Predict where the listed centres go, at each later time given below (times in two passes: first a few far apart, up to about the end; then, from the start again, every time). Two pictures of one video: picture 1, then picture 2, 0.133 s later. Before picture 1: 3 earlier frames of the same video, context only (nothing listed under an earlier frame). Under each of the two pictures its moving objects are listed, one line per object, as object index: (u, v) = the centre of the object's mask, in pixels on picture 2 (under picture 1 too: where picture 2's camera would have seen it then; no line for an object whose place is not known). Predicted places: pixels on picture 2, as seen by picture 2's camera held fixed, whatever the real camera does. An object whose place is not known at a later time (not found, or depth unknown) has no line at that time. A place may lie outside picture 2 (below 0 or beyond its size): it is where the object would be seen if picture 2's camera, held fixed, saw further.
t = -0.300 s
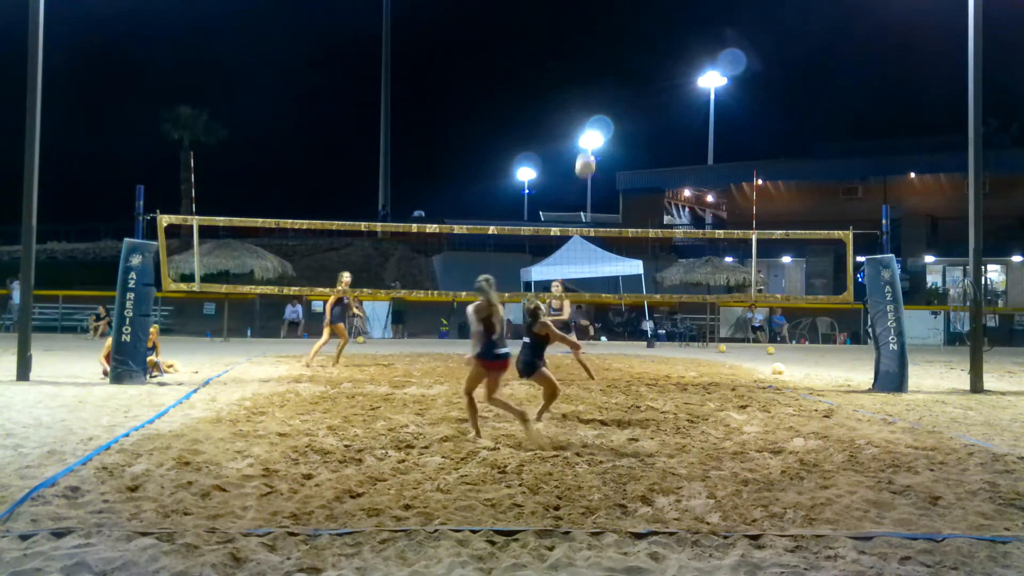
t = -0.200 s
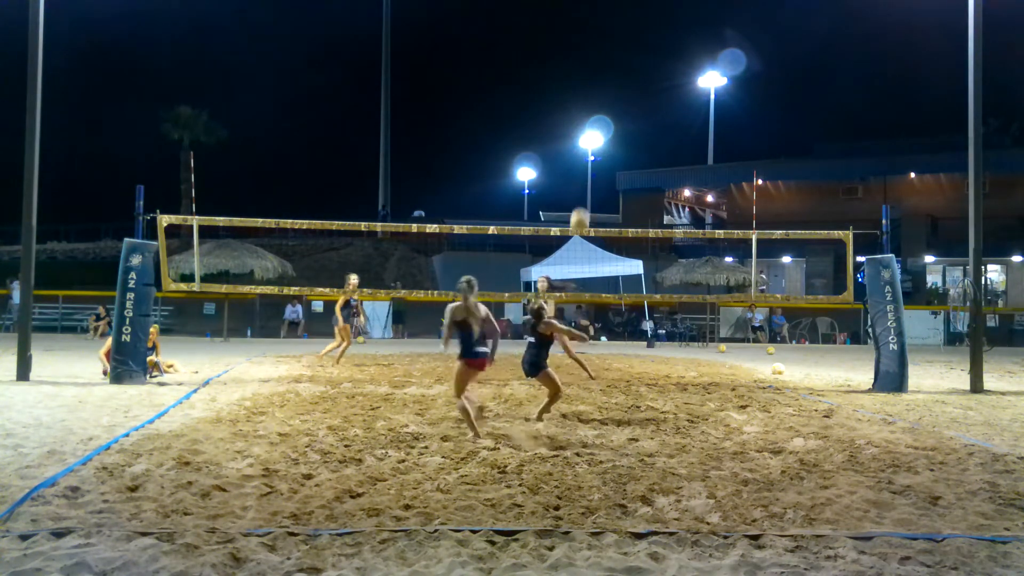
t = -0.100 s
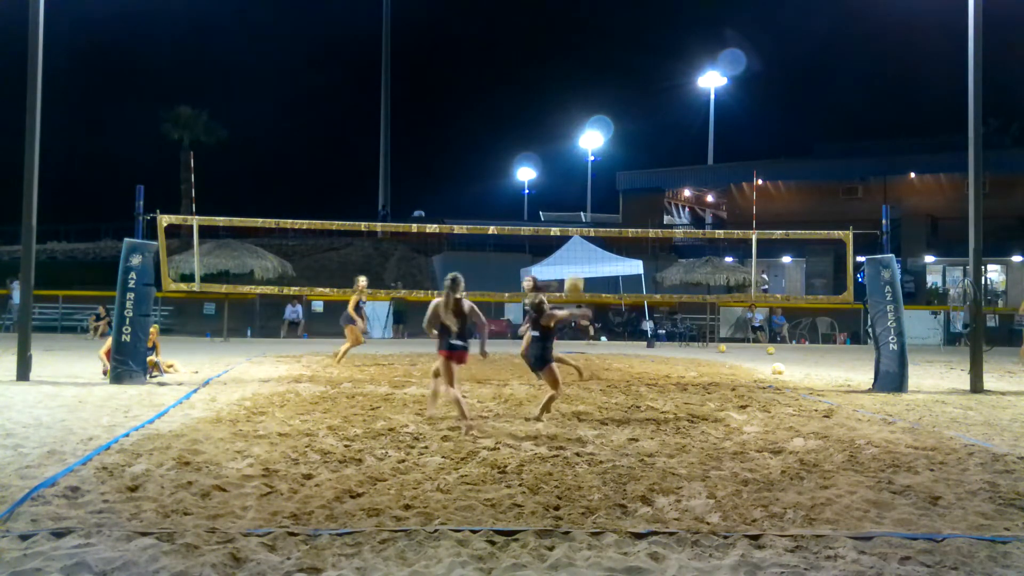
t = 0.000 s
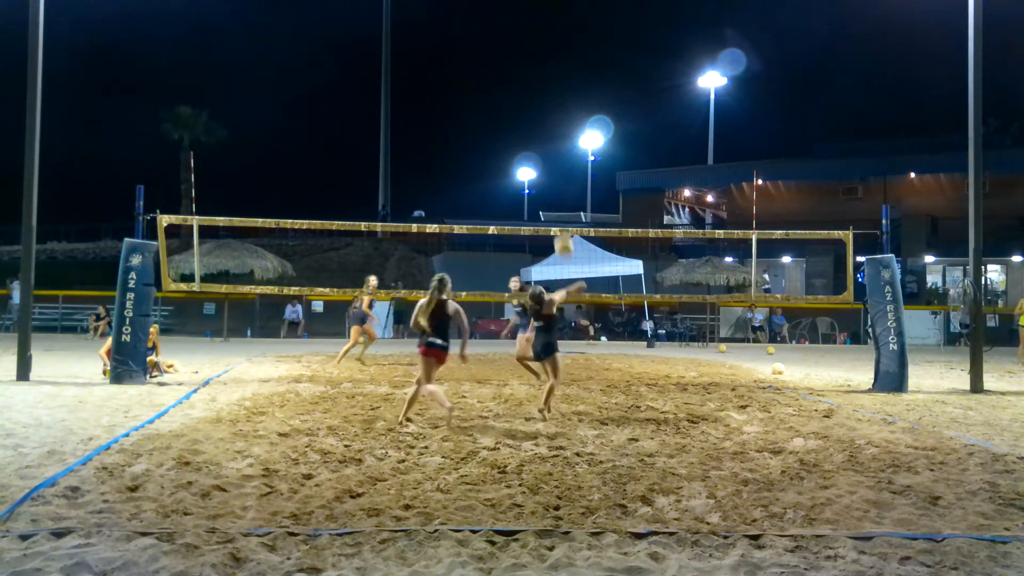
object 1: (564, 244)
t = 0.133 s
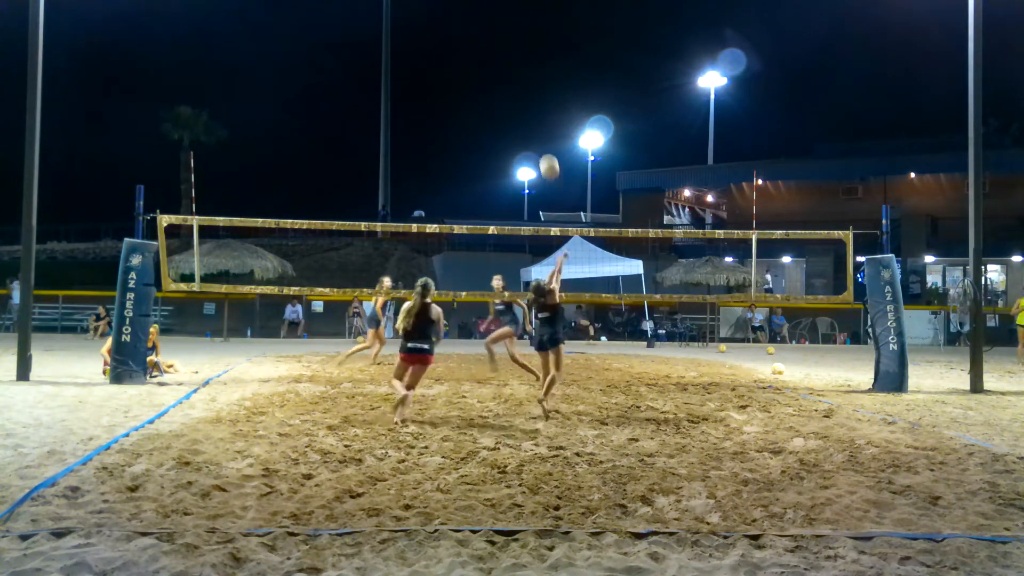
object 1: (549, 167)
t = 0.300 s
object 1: (532, 93)
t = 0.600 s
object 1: (499, 20)
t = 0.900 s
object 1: (466, 22)
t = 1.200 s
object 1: (436, 93)
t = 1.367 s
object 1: (419, 160)
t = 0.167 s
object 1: (546, 150)
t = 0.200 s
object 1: (543, 134)
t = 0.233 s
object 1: (539, 119)
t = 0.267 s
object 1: (535, 106)
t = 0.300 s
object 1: (532, 93)
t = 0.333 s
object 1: (528, 81)
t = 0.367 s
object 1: (524, 70)
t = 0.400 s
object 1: (521, 60)
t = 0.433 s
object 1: (517, 51)
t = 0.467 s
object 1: (514, 43)
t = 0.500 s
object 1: (510, 36)
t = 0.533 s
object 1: (506, 30)
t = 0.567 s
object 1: (503, 25)
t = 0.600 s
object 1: (499, 20)
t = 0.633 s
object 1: (495, 17)
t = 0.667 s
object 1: (492, 14)
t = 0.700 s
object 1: (488, 13)
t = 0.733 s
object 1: (484, 12)
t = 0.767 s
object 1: (481, 12)
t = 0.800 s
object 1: (477, 13)
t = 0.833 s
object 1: (473, 15)
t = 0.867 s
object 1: (470, 18)
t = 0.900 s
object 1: (466, 22)
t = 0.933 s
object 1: (463, 26)
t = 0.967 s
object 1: (459, 32)
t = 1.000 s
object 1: (456, 38)
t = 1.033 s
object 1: (452, 45)
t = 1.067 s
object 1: (449, 53)
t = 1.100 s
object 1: (446, 62)
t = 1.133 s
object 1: (442, 71)
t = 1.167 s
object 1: (439, 81)
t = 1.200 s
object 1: (436, 93)
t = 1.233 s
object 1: (432, 105)
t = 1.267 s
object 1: (429, 117)
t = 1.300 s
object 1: (426, 131)
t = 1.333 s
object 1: (423, 145)
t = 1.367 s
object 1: (419, 160)
